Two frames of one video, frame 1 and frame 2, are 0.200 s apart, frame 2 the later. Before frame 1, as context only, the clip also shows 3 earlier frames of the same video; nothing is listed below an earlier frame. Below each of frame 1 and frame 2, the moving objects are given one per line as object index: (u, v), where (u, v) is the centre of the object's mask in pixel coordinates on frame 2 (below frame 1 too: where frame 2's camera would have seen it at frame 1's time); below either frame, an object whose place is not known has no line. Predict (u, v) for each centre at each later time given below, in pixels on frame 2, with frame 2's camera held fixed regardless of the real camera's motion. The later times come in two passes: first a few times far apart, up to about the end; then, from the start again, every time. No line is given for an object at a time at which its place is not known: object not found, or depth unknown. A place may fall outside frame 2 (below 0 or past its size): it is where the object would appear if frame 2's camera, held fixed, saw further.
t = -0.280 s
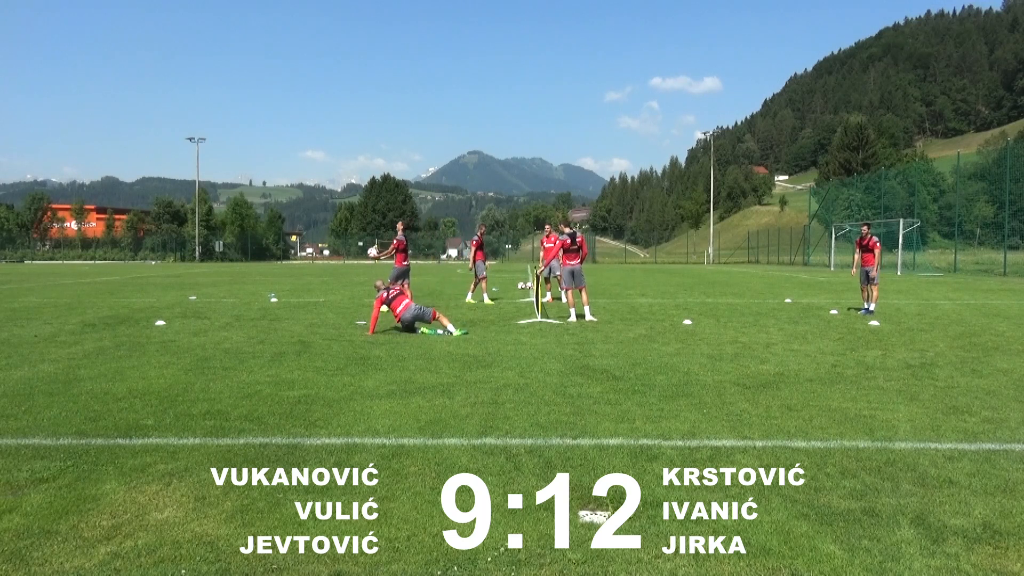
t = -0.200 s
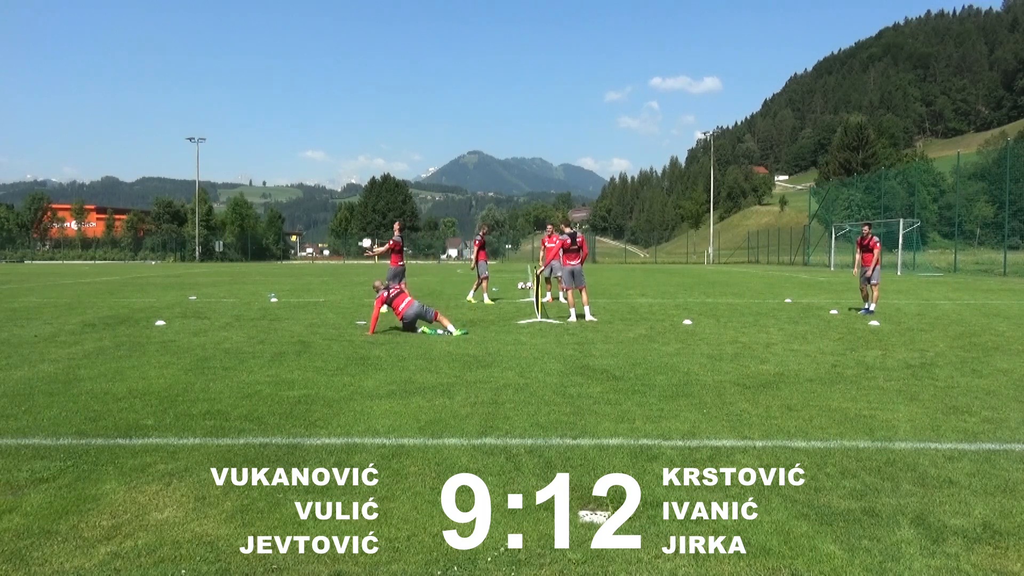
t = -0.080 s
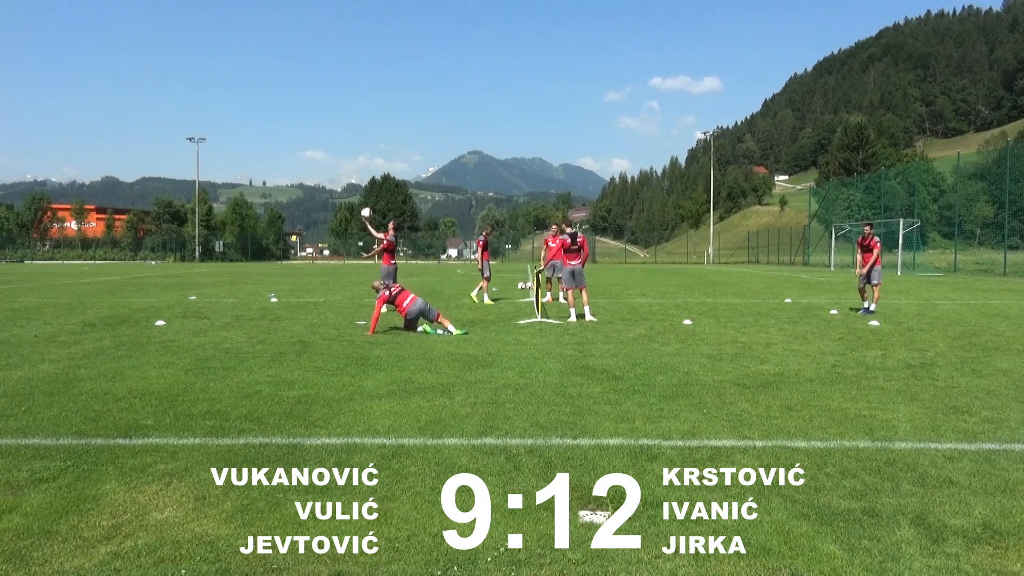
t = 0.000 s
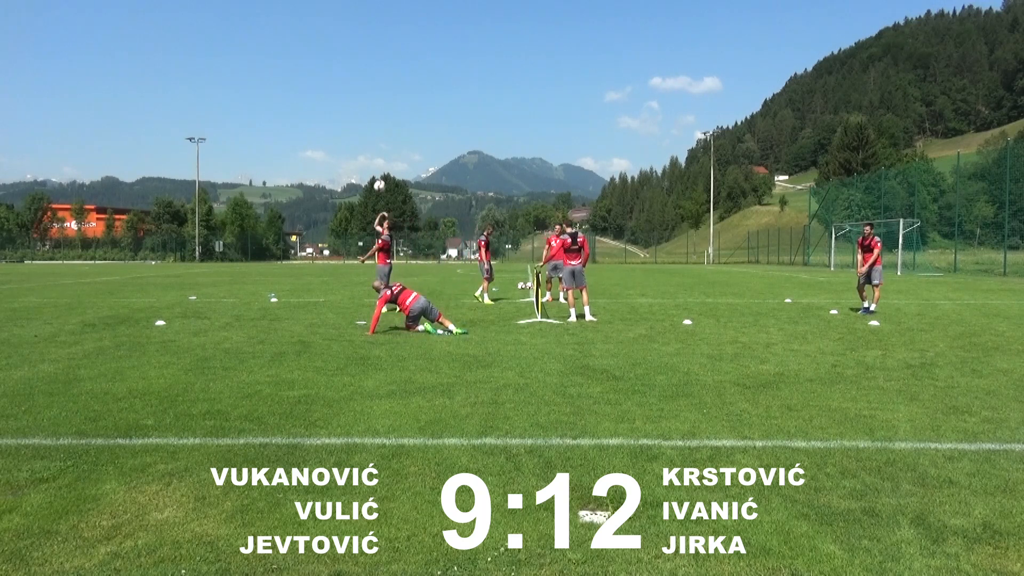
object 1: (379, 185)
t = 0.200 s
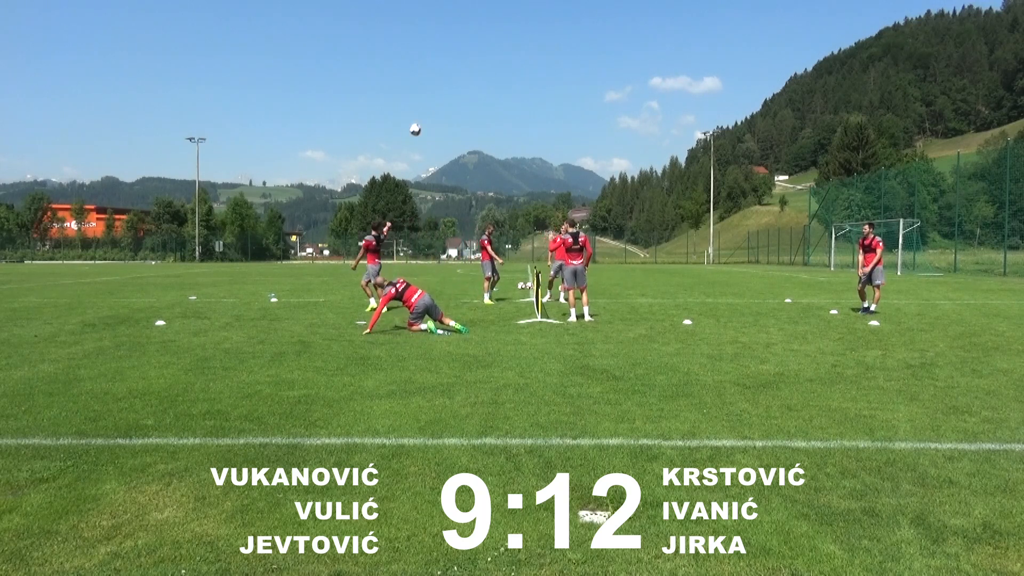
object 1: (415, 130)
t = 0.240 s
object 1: (422, 121)
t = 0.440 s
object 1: (459, 87)
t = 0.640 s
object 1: (496, 72)
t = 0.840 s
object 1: (534, 79)
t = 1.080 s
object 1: (581, 115)
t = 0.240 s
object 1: (422, 121)
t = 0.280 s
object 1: (430, 112)
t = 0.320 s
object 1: (437, 104)
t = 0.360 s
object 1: (444, 98)
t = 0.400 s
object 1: (451, 92)
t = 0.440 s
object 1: (459, 87)
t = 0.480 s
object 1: (466, 82)
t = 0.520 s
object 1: (473, 79)
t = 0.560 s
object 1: (481, 76)
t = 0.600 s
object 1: (488, 74)
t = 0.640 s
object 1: (496, 72)
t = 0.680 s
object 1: (503, 72)
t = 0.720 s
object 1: (511, 72)
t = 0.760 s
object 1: (518, 74)
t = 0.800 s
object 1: (526, 76)
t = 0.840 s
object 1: (534, 79)
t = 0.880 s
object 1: (542, 83)
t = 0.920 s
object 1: (550, 88)
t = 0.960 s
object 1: (557, 93)
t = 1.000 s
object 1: (565, 100)
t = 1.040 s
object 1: (573, 108)
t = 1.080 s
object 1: (581, 115)
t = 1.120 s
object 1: (589, 125)
